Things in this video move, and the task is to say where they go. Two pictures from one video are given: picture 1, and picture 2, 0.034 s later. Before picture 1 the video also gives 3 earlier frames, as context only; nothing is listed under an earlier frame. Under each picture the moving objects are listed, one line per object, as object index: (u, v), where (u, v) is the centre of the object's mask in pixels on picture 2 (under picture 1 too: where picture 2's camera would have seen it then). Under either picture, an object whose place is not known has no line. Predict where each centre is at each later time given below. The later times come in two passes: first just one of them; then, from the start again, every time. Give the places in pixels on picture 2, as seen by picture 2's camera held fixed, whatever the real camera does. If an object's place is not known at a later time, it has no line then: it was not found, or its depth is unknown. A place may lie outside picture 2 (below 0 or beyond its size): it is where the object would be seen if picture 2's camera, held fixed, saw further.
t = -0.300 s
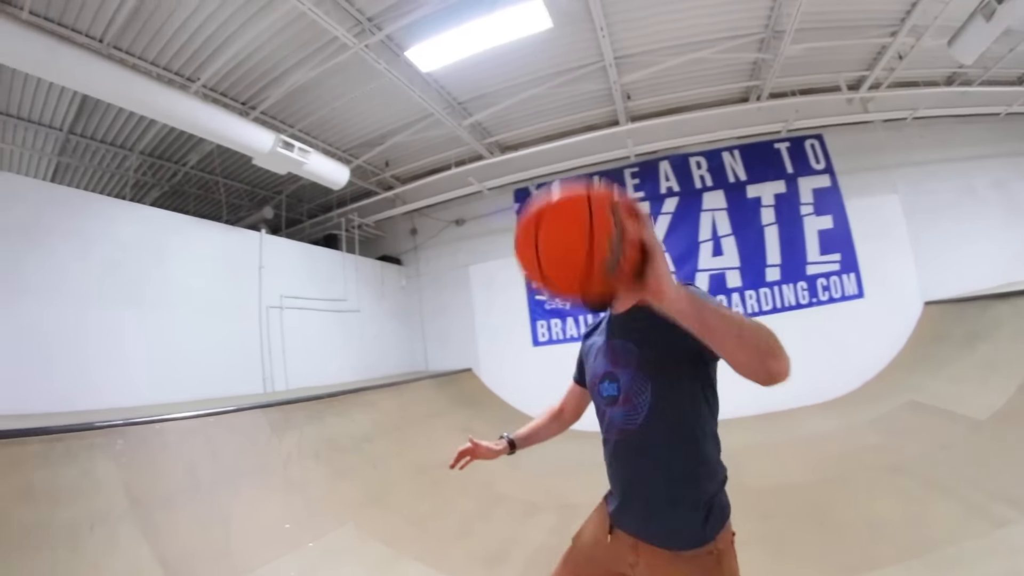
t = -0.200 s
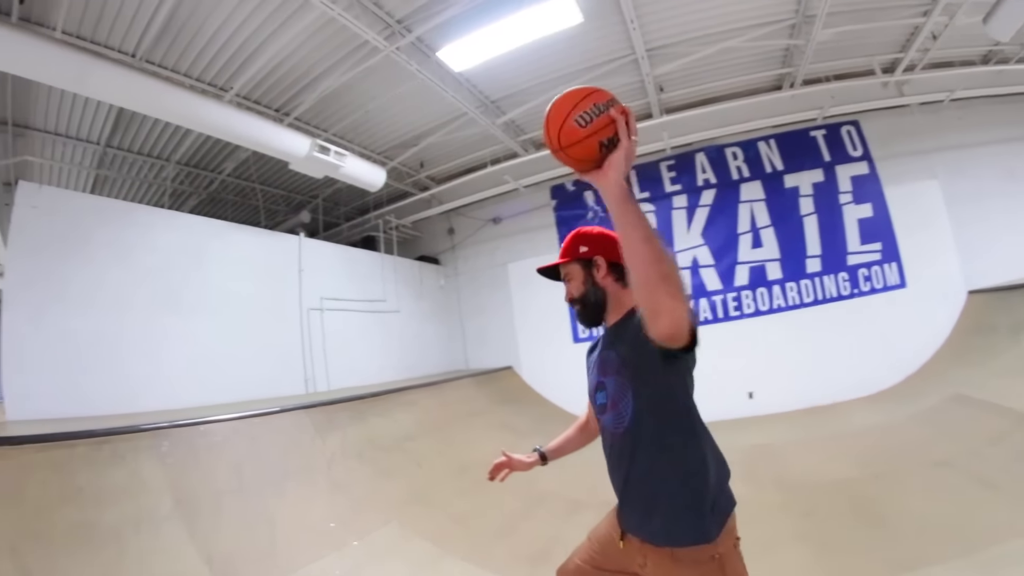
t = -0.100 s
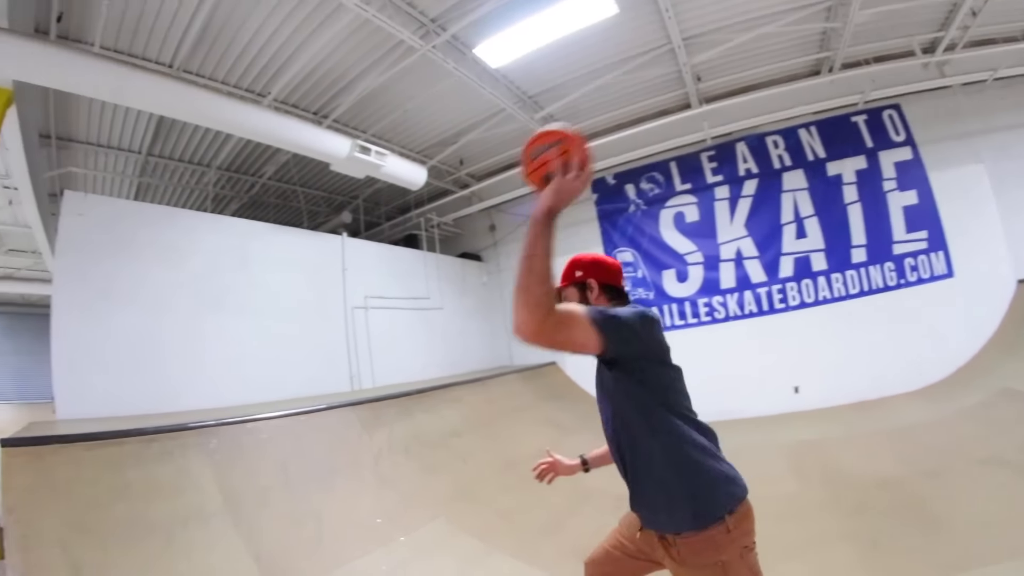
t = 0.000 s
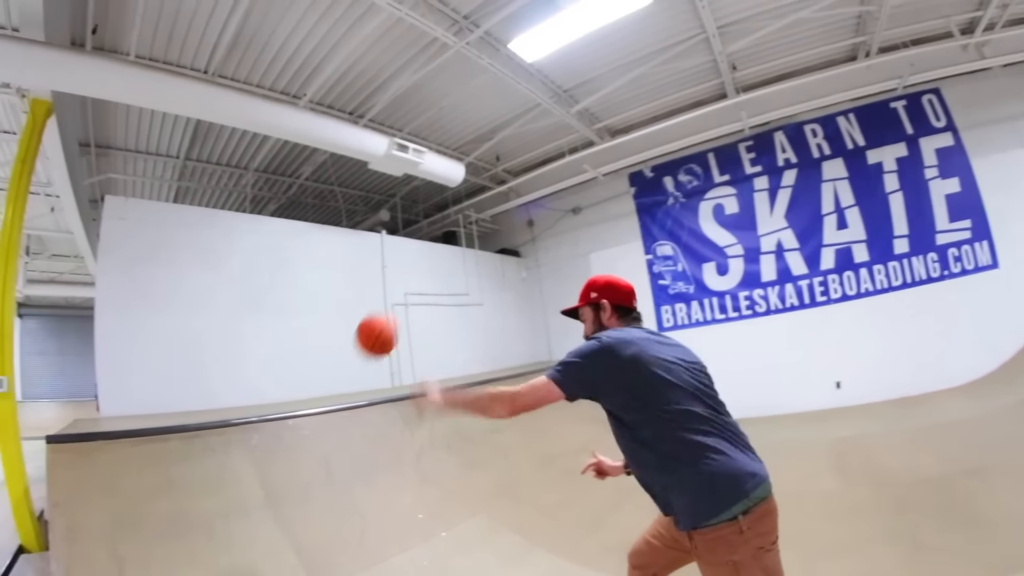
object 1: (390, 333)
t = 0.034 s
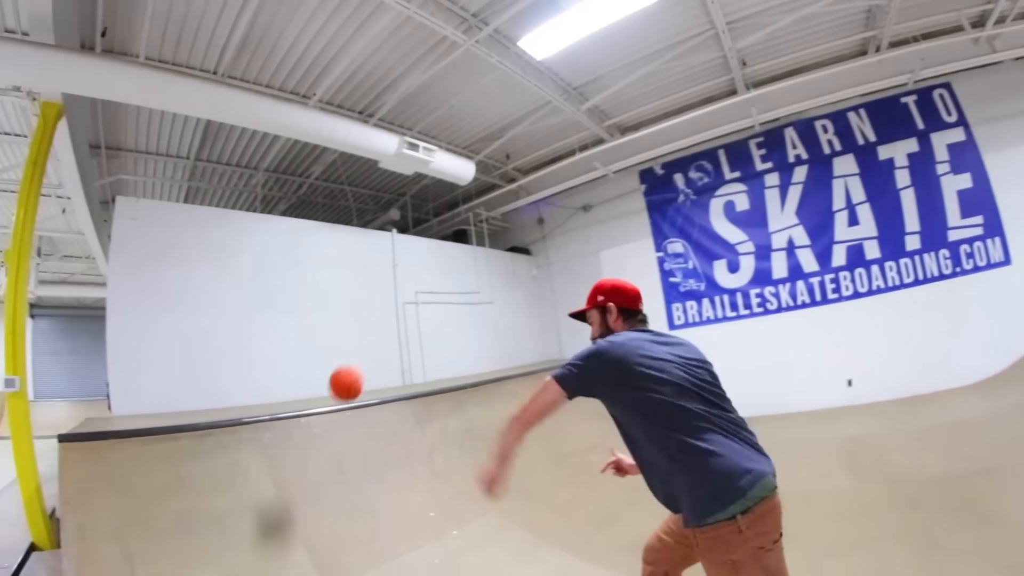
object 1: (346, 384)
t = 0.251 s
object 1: (368, 224)
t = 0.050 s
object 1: (331, 402)
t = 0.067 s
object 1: (318, 418)
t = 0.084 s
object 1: (307, 433)
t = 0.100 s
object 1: (309, 420)
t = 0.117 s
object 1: (313, 402)
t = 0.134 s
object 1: (319, 384)
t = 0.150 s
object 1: (324, 364)
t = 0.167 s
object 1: (330, 344)
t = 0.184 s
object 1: (334, 322)
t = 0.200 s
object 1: (342, 299)
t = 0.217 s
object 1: (350, 276)
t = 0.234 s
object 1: (358, 252)
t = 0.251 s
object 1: (368, 224)
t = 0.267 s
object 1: (377, 200)
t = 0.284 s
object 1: (387, 175)
